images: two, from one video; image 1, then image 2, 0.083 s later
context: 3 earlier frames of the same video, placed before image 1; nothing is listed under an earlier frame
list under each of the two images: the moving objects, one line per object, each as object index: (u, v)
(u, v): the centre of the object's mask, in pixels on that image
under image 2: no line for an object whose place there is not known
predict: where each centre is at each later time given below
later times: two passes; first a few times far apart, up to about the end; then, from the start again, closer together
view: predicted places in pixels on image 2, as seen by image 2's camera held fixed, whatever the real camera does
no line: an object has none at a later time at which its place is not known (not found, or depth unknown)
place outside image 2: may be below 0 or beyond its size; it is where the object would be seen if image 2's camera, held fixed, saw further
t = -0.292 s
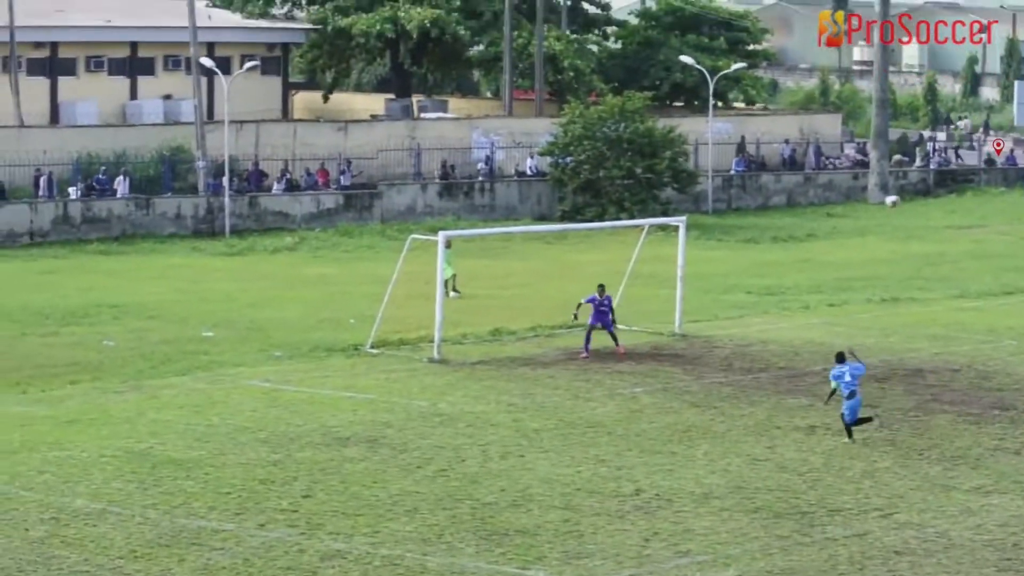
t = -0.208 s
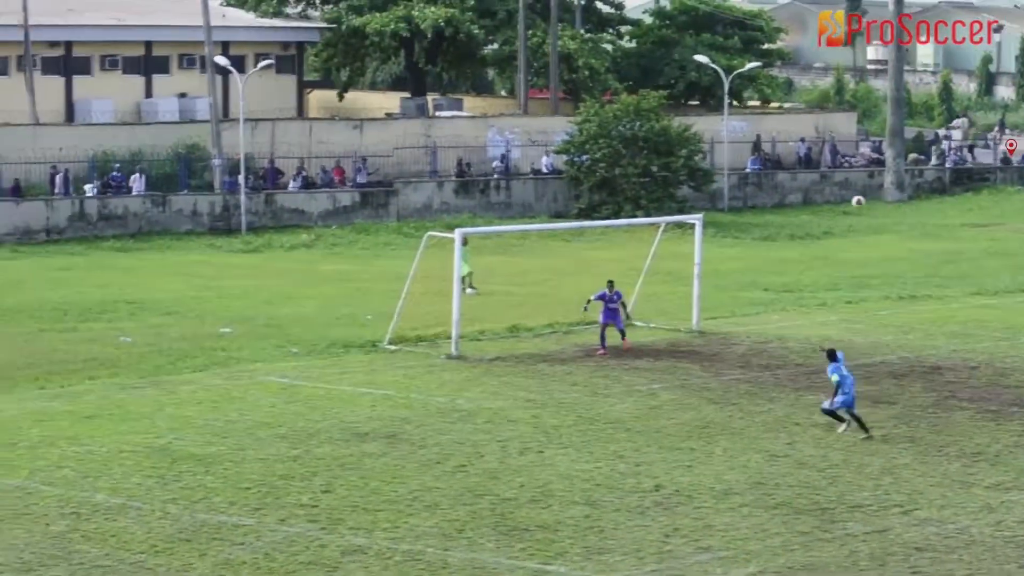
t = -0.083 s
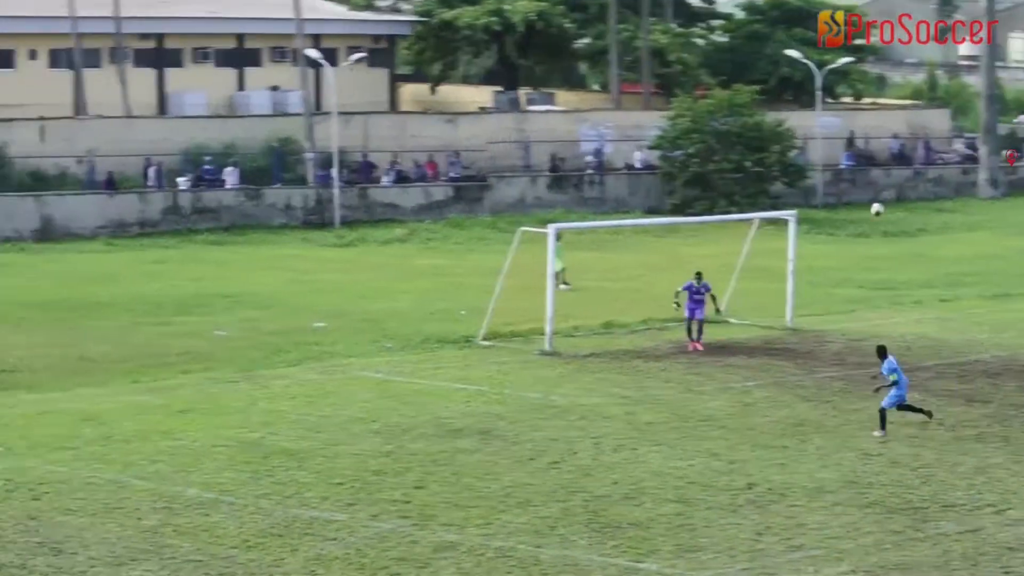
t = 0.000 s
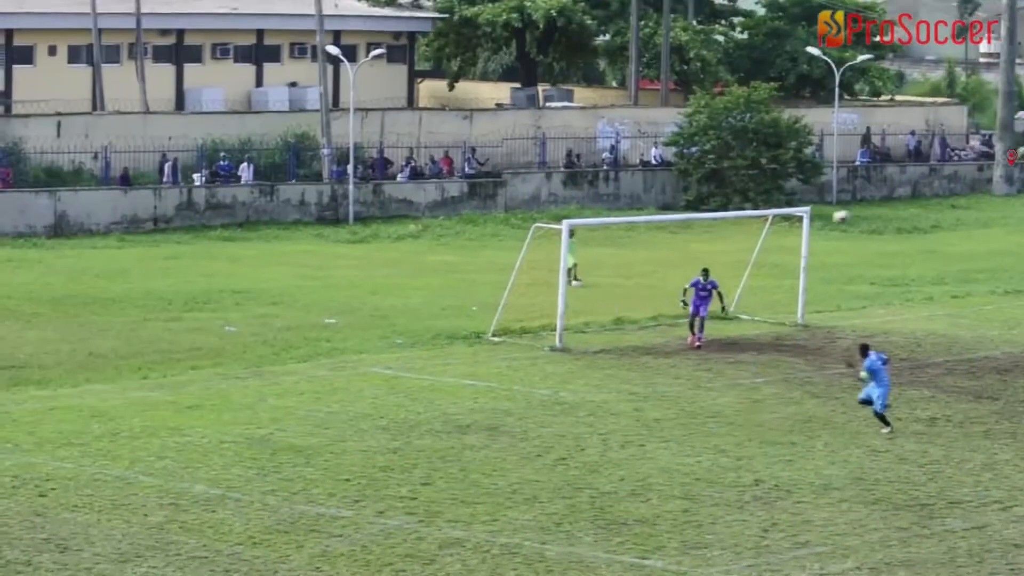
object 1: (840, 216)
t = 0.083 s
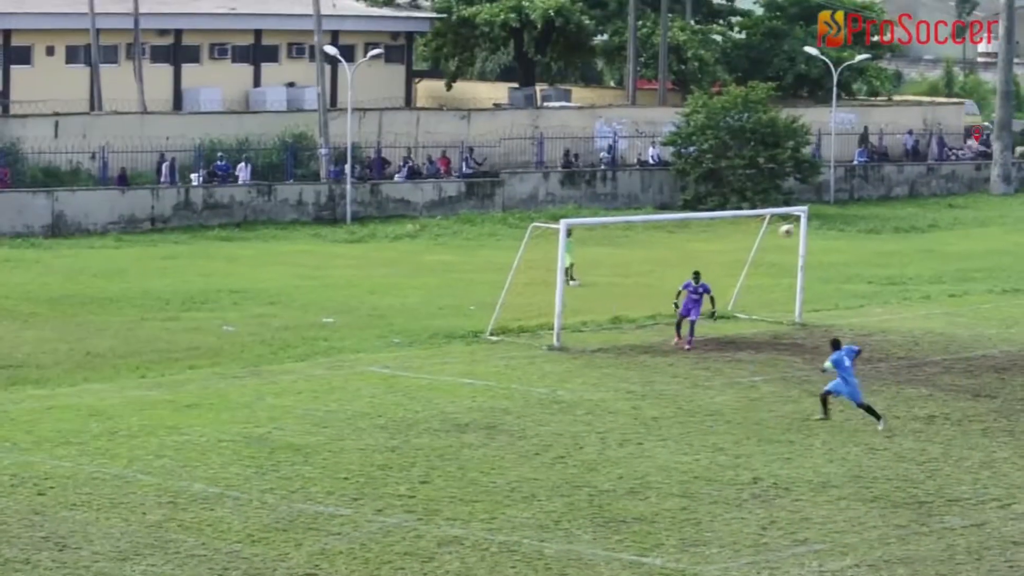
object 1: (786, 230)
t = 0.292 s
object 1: (658, 284)
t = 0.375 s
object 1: (608, 311)
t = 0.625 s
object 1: (450, 416)
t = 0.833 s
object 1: (410, 368)
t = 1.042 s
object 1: (369, 344)
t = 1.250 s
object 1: (328, 348)
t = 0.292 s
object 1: (658, 284)
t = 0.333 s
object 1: (633, 297)
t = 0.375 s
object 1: (608, 311)
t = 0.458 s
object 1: (554, 343)
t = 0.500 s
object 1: (528, 360)
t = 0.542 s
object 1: (503, 378)
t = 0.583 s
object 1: (476, 397)
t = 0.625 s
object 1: (450, 416)
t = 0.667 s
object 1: (440, 407)
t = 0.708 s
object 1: (433, 396)
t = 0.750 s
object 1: (426, 385)
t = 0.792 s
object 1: (418, 375)
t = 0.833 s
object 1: (410, 368)
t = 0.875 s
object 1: (402, 361)
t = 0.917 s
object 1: (394, 356)
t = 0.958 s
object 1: (386, 350)
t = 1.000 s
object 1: (377, 346)
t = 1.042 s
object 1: (369, 344)
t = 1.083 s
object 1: (361, 343)
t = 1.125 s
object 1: (353, 342)
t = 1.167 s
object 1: (345, 342)
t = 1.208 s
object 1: (336, 344)
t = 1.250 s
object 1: (328, 348)
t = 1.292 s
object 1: (319, 351)
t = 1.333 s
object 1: (311, 356)
